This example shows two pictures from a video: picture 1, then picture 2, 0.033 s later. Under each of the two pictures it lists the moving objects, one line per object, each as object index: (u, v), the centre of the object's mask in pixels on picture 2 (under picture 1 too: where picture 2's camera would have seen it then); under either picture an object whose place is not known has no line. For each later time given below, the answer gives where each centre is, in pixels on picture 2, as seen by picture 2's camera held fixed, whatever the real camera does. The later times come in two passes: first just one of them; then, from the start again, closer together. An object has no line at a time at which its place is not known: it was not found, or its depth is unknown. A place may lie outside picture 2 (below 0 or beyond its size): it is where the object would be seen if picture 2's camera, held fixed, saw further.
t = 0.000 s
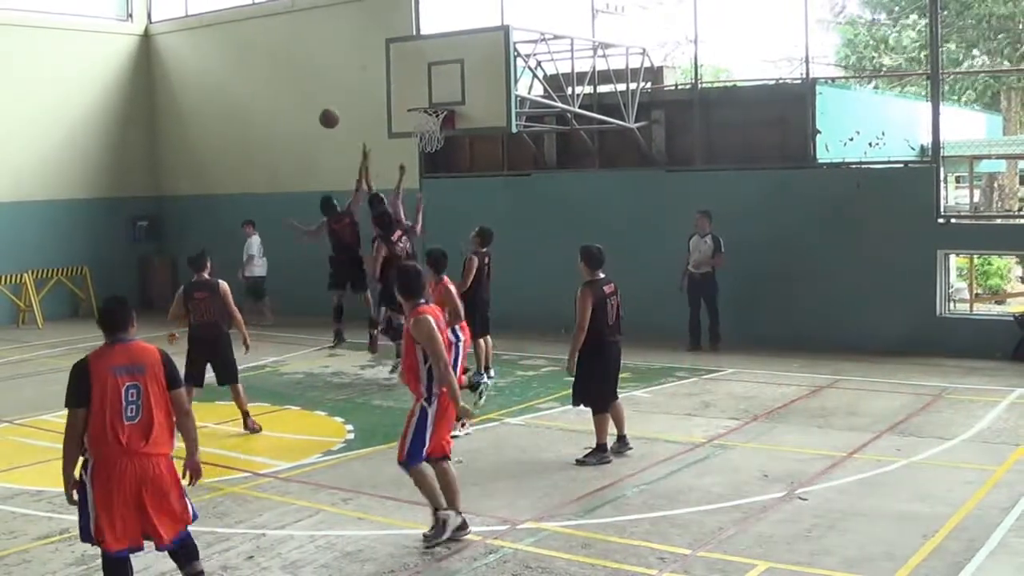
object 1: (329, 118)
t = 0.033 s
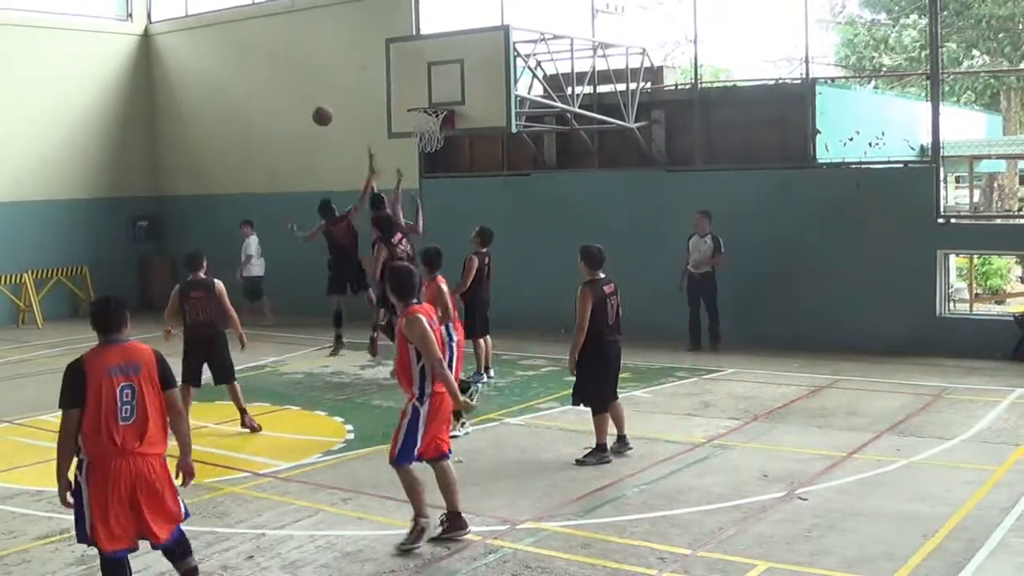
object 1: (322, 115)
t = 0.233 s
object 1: (283, 123)
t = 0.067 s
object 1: (315, 114)
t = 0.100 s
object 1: (308, 114)
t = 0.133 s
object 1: (302, 115)
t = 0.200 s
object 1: (289, 119)
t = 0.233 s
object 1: (283, 123)
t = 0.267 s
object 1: (277, 127)
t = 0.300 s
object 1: (271, 133)
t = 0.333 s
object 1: (265, 139)
